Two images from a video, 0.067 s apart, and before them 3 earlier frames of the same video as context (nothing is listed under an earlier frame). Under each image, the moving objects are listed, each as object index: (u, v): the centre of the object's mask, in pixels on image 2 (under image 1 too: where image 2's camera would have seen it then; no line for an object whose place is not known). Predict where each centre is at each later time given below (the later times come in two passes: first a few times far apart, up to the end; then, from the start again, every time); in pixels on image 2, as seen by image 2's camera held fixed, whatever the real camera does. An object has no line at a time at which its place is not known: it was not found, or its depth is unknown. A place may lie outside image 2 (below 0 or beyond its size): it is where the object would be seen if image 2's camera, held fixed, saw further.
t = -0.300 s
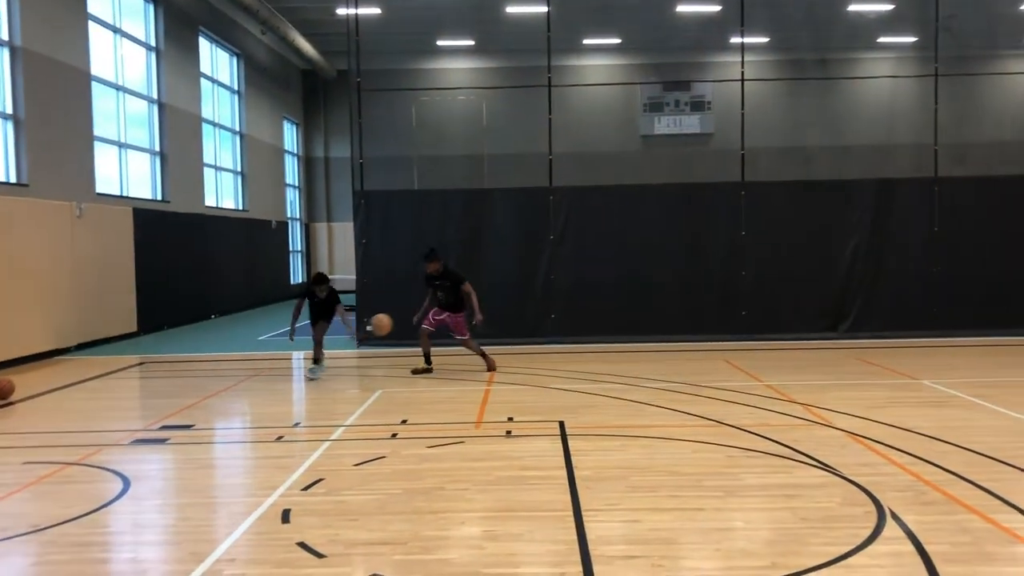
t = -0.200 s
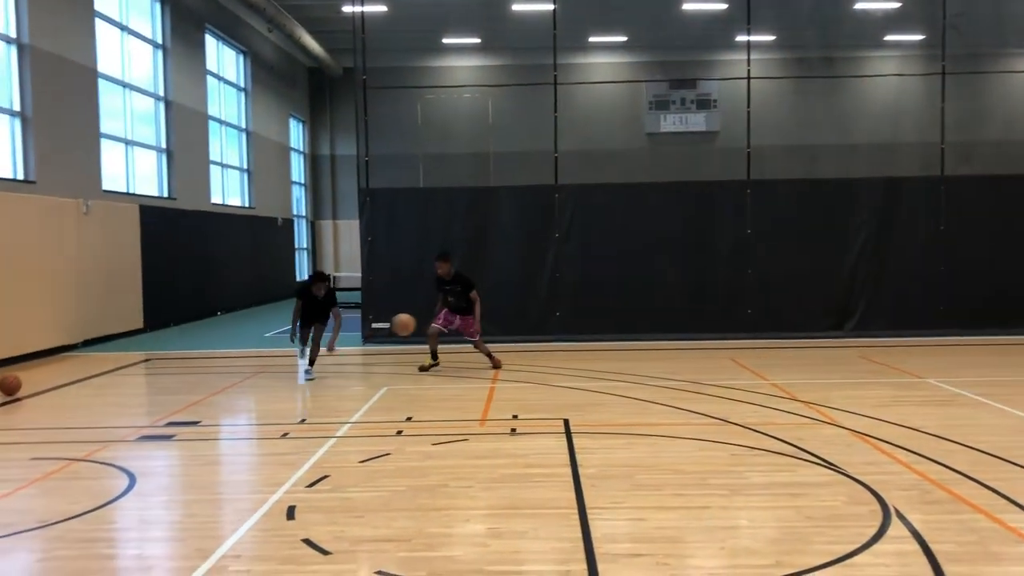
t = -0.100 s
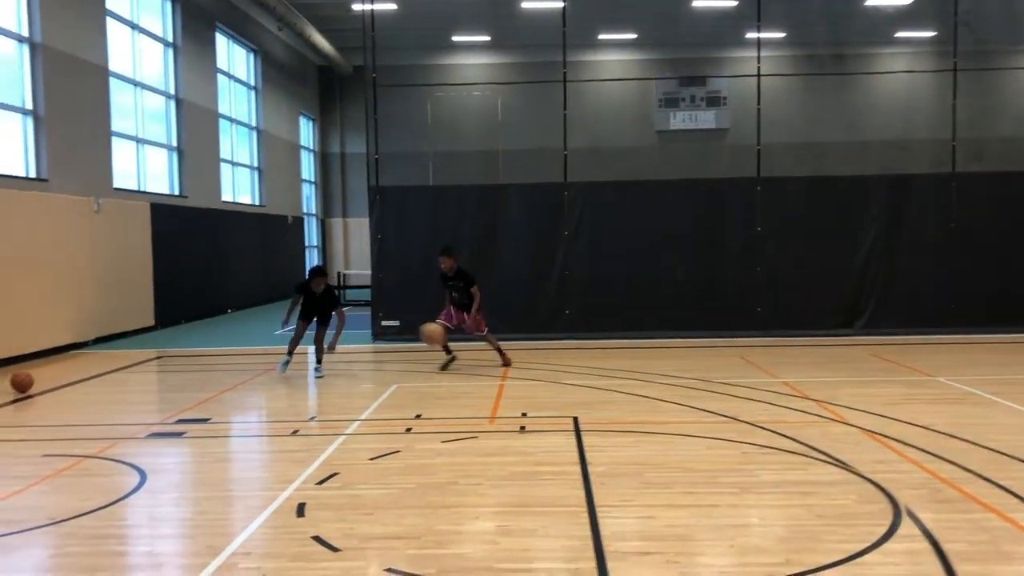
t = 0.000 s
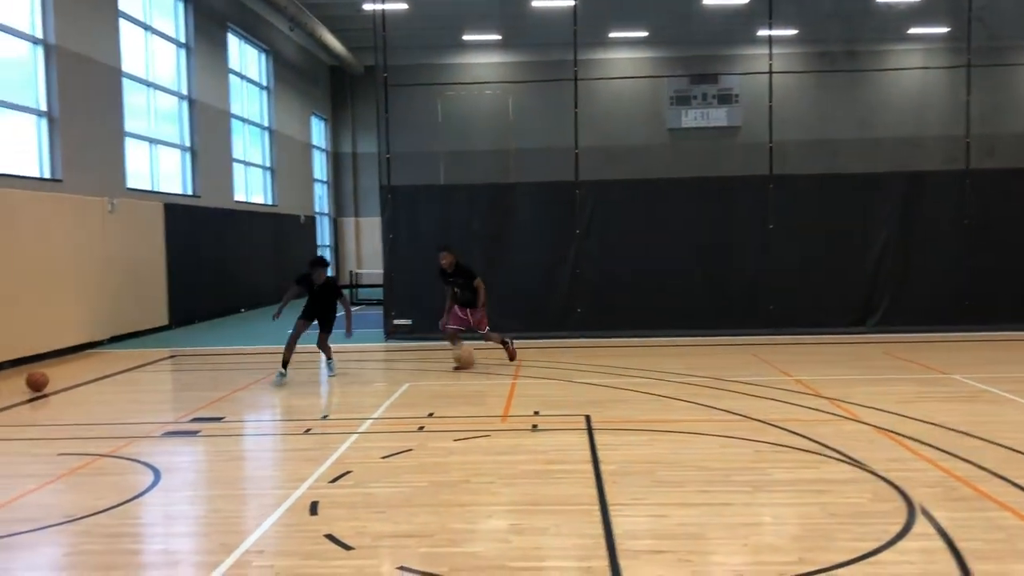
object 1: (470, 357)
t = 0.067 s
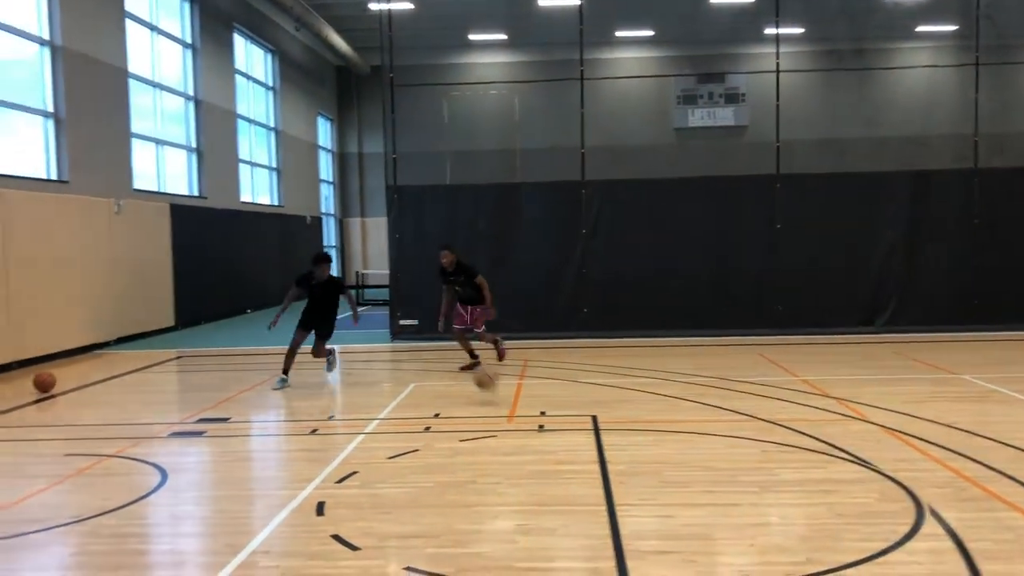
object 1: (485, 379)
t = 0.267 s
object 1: (522, 368)
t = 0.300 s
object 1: (527, 366)
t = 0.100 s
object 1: (494, 393)
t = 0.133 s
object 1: (500, 390)
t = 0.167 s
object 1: (504, 384)
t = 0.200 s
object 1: (510, 377)
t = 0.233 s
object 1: (516, 371)
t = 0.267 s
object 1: (522, 368)
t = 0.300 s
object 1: (527, 366)
